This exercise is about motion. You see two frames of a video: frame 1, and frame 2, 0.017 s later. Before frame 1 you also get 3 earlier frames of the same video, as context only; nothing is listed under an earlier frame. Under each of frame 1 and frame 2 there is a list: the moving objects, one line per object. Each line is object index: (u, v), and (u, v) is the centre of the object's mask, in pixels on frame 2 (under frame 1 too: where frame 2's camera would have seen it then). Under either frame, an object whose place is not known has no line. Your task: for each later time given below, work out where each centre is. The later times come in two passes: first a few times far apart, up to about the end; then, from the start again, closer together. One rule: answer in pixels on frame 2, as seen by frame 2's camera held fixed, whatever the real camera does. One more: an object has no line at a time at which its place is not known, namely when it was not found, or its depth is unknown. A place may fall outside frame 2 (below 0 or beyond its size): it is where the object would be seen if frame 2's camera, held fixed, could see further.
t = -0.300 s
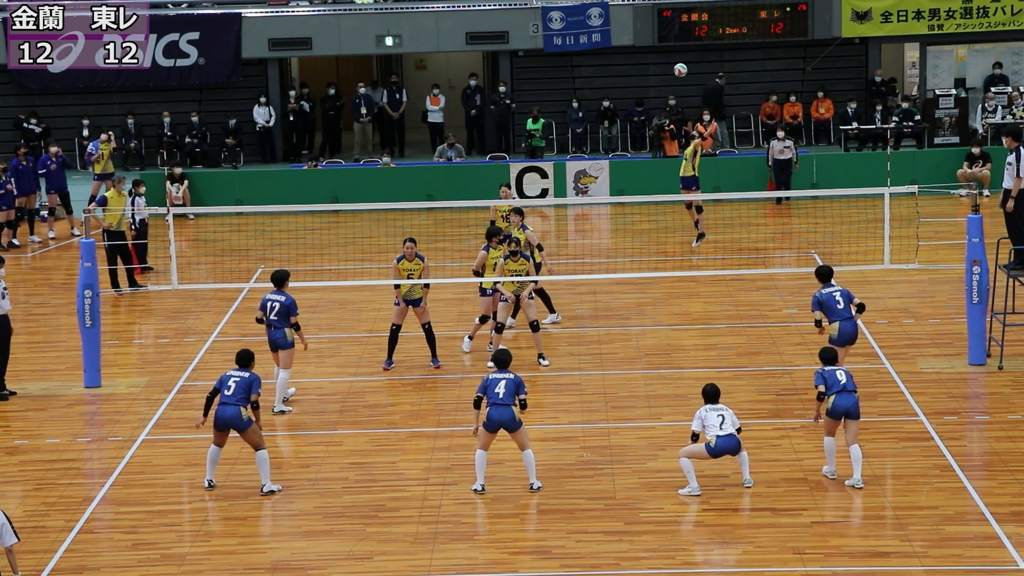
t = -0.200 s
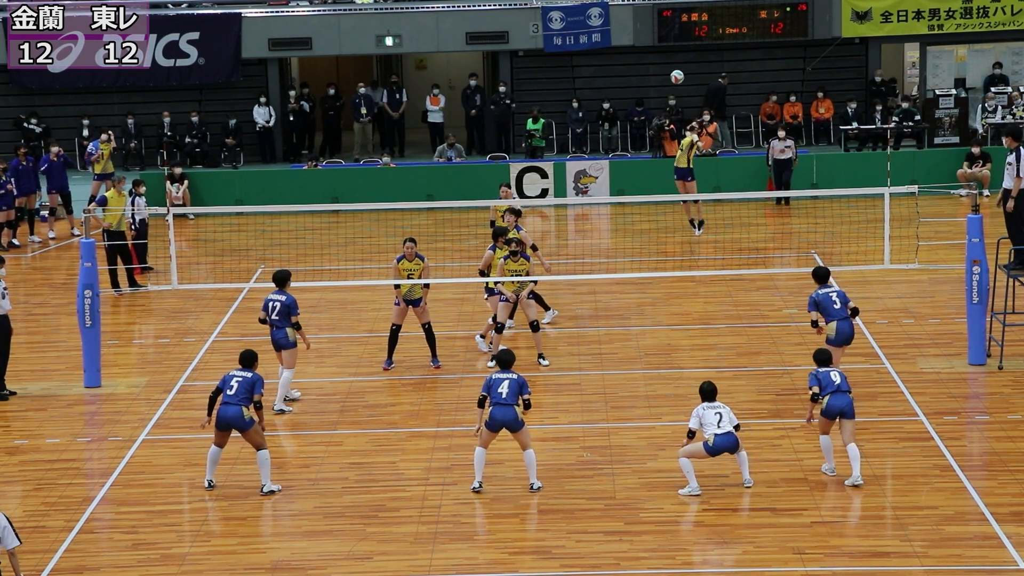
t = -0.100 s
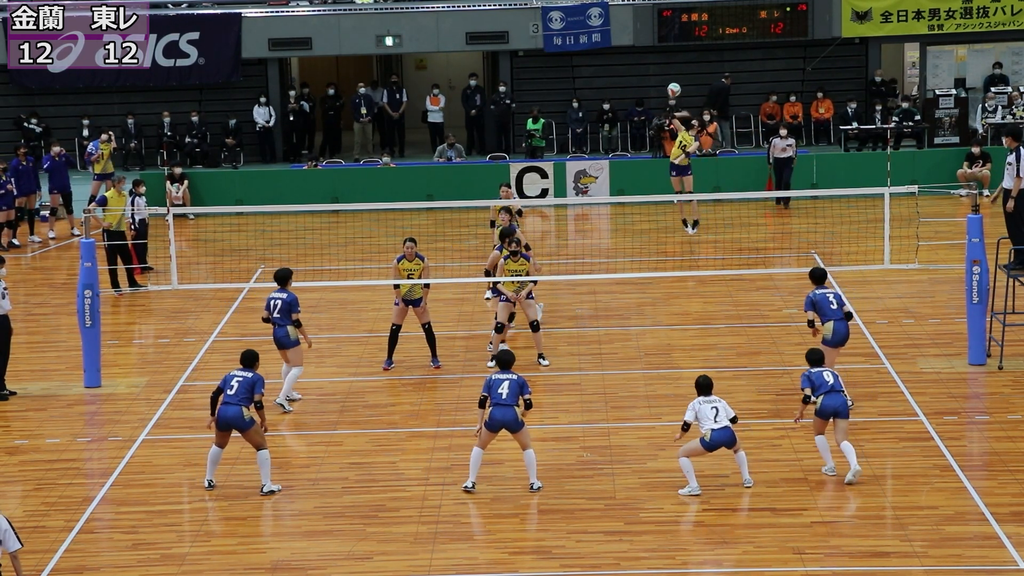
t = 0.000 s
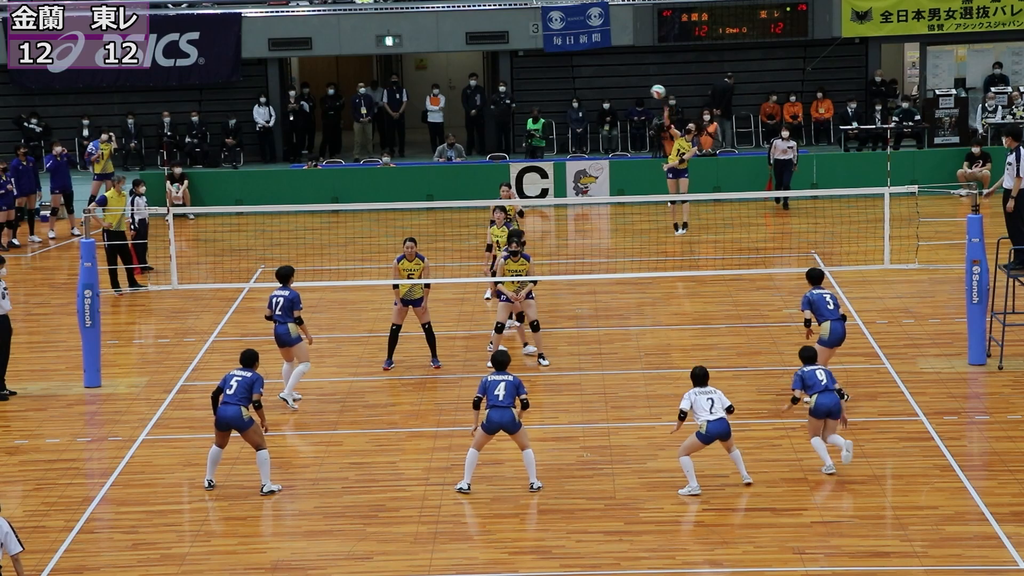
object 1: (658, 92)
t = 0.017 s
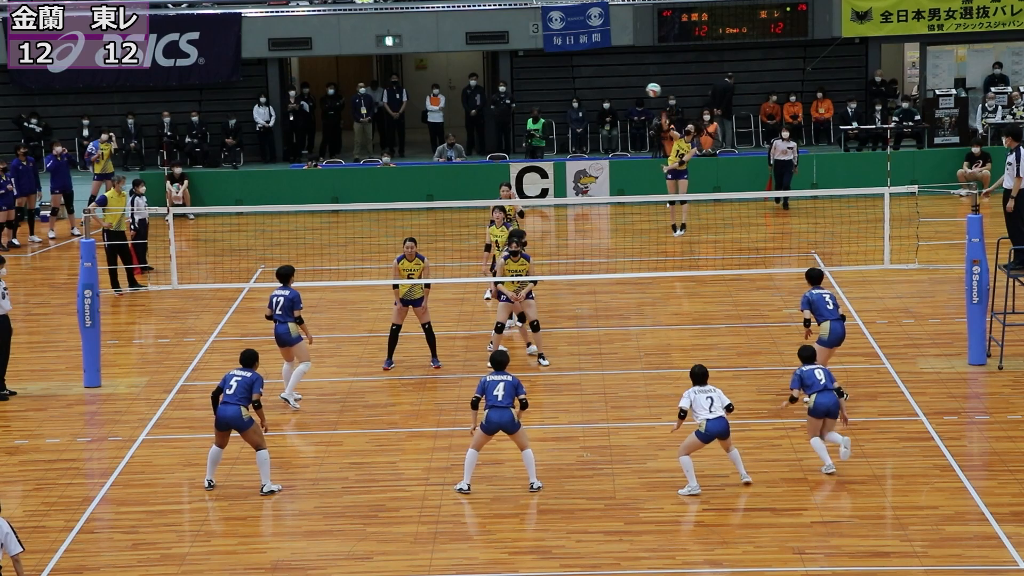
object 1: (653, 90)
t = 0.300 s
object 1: (568, 93)
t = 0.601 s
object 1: (463, 176)
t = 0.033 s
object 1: (649, 89)
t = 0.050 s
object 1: (644, 87)
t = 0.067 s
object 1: (639, 86)
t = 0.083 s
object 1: (634, 85)
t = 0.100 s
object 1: (629, 84)
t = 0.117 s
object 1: (624, 84)
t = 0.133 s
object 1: (619, 83)
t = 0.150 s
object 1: (614, 83)
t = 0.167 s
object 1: (609, 83)
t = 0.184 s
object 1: (604, 84)
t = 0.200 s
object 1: (599, 84)
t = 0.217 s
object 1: (594, 85)
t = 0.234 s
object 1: (589, 86)
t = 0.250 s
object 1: (583, 87)
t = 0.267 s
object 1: (578, 89)
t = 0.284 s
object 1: (573, 91)
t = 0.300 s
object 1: (568, 93)
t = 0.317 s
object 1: (562, 95)
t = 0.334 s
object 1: (557, 98)
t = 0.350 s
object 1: (551, 101)
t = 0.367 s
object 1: (546, 104)
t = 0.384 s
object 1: (541, 107)
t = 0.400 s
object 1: (535, 110)
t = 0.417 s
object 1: (529, 114)
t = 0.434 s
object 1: (523, 118)
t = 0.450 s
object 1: (518, 123)
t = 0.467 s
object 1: (512, 127)
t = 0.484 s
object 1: (506, 132)
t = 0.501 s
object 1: (500, 138)
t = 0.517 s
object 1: (494, 143)
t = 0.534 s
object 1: (488, 149)
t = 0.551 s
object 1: (482, 155)
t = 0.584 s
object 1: (469, 169)
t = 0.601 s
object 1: (463, 176)
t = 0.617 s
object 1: (456, 184)
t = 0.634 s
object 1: (450, 191)
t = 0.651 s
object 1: (444, 199)
